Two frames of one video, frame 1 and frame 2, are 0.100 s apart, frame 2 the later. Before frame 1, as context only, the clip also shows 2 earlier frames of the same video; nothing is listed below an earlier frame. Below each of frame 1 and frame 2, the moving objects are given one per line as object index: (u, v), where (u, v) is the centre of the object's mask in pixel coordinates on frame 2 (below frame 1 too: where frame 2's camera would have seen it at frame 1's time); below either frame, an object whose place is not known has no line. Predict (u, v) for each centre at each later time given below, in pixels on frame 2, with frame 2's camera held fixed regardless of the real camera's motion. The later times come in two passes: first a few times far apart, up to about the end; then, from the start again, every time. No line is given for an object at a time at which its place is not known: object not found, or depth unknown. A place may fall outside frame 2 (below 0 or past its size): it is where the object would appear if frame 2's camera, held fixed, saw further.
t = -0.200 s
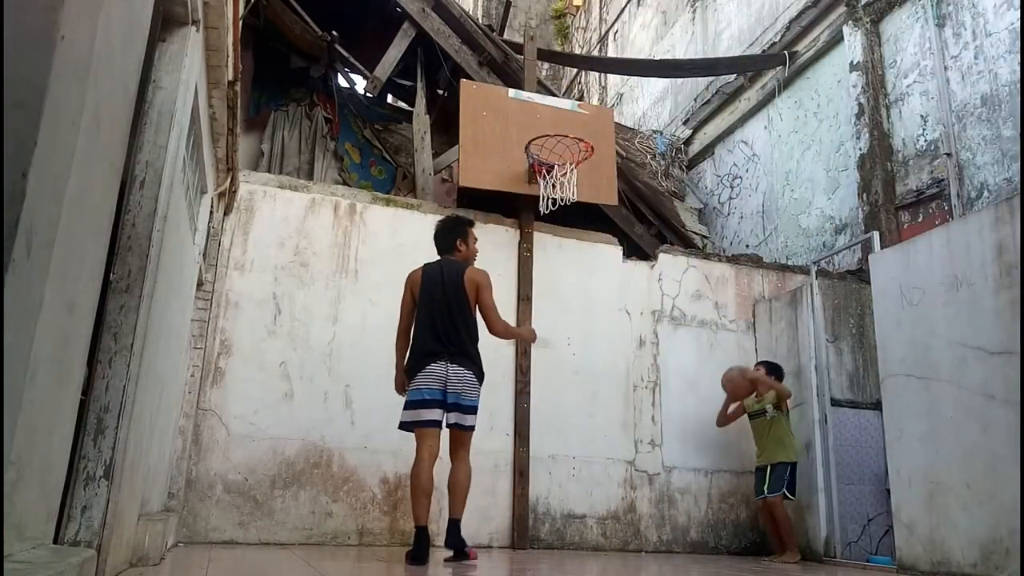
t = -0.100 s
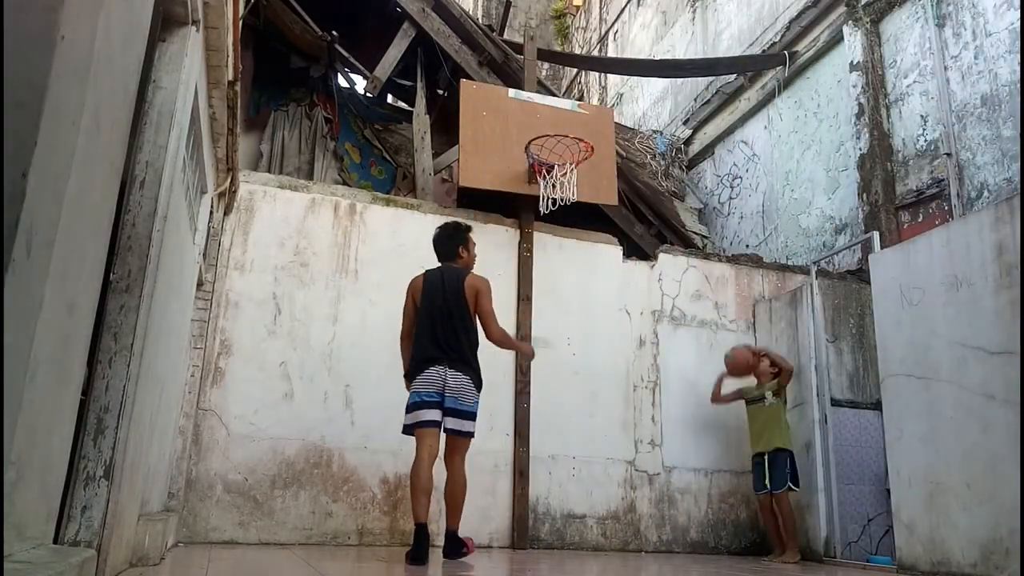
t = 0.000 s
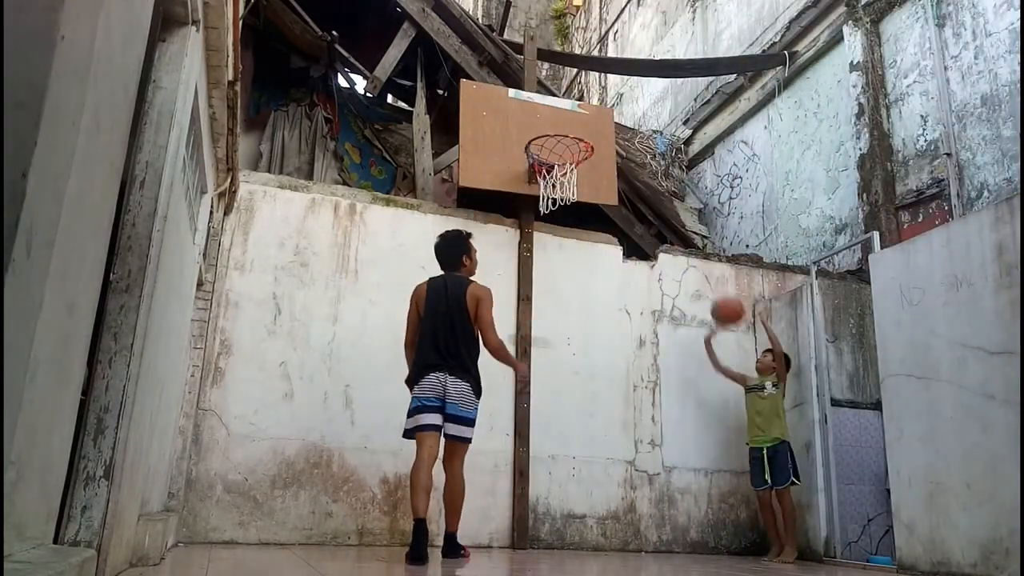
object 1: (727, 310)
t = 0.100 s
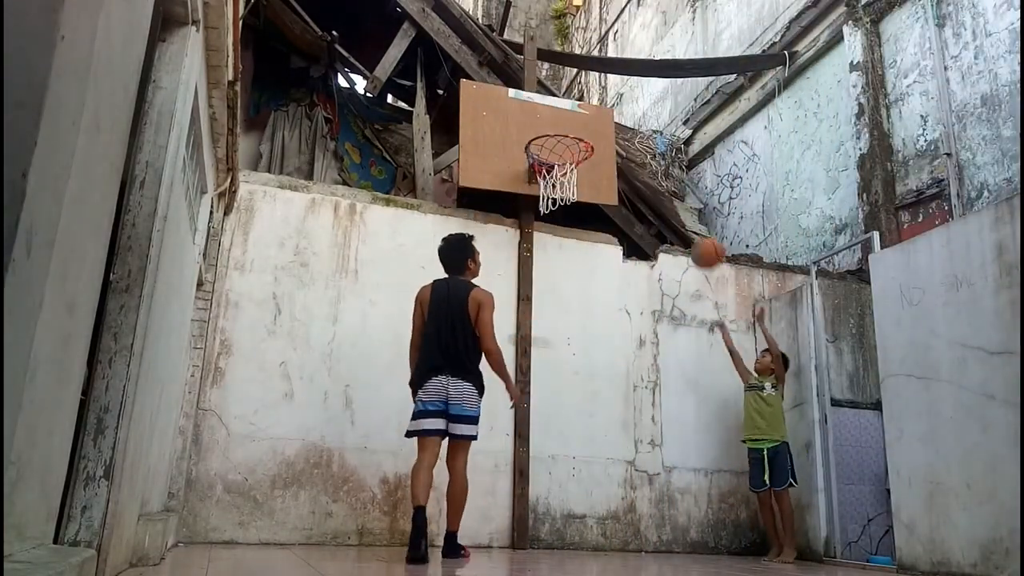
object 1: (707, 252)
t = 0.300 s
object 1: (669, 177)
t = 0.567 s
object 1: (617, 152)
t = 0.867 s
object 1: (593, 238)
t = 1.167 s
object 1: (586, 469)
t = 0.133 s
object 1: (701, 237)
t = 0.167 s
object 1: (694, 221)
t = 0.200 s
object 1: (688, 208)
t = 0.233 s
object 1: (681, 196)
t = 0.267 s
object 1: (675, 186)
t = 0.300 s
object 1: (669, 177)
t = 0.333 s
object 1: (662, 170)
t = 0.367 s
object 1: (656, 163)
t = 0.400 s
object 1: (649, 157)
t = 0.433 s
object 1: (642, 154)
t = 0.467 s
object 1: (637, 150)
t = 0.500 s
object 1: (630, 150)
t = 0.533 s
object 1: (624, 150)
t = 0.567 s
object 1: (617, 152)
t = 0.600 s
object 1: (611, 155)
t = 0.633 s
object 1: (605, 160)
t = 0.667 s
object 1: (598, 167)
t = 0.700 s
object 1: (592, 177)
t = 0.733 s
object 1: (593, 184)
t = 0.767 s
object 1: (593, 196)
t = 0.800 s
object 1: (593, 211)
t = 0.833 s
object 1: (593, 221)
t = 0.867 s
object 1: (593, 238)
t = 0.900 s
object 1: (592, 258)
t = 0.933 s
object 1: (591, 277)
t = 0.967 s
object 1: (591, 299)
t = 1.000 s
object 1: (590, 322)
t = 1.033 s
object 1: (589, 347)
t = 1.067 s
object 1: (589, 374)
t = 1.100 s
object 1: (588, 403)
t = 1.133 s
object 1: (587, 435)
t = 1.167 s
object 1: (586, 469)
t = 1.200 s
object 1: (584, 506)
